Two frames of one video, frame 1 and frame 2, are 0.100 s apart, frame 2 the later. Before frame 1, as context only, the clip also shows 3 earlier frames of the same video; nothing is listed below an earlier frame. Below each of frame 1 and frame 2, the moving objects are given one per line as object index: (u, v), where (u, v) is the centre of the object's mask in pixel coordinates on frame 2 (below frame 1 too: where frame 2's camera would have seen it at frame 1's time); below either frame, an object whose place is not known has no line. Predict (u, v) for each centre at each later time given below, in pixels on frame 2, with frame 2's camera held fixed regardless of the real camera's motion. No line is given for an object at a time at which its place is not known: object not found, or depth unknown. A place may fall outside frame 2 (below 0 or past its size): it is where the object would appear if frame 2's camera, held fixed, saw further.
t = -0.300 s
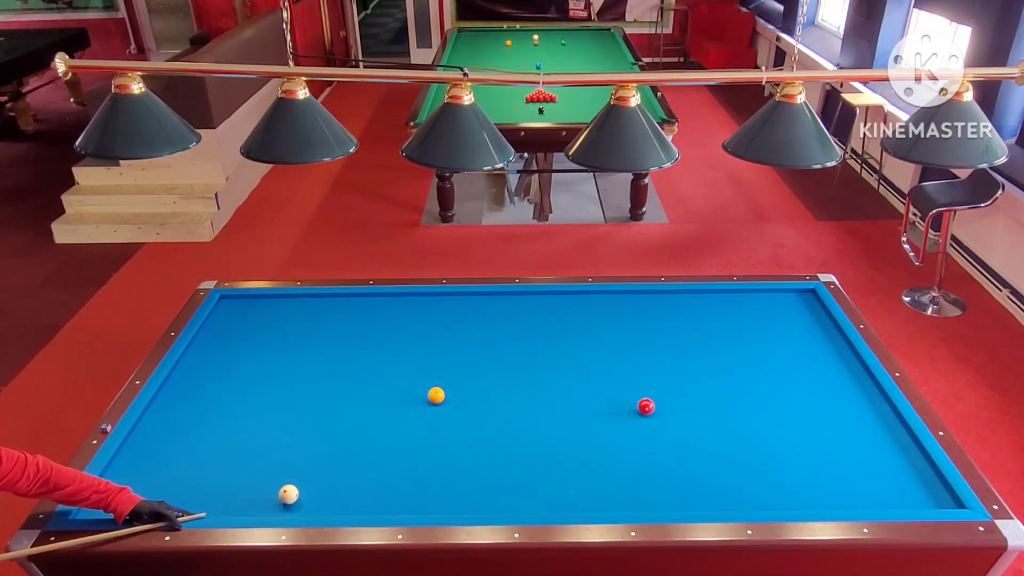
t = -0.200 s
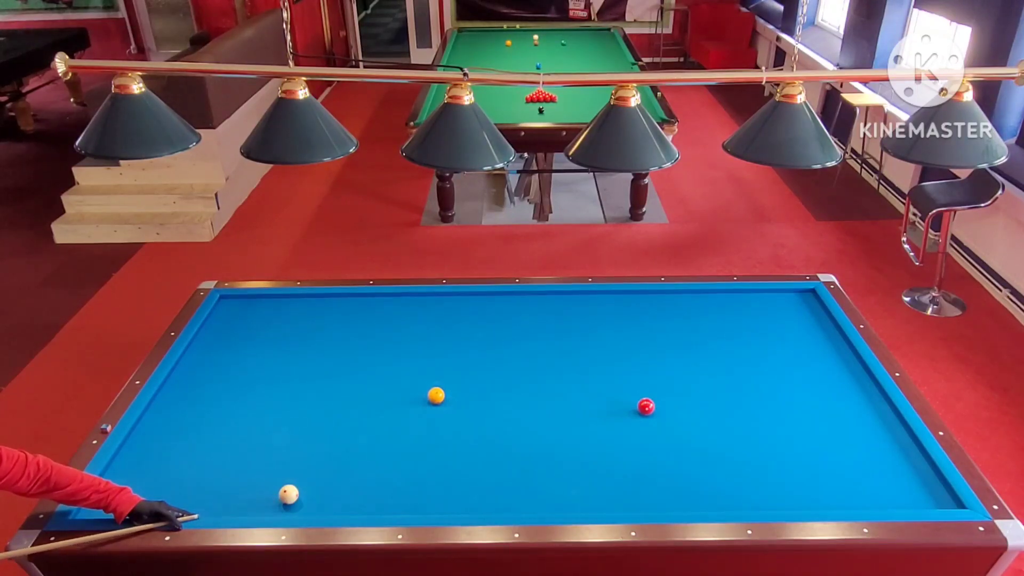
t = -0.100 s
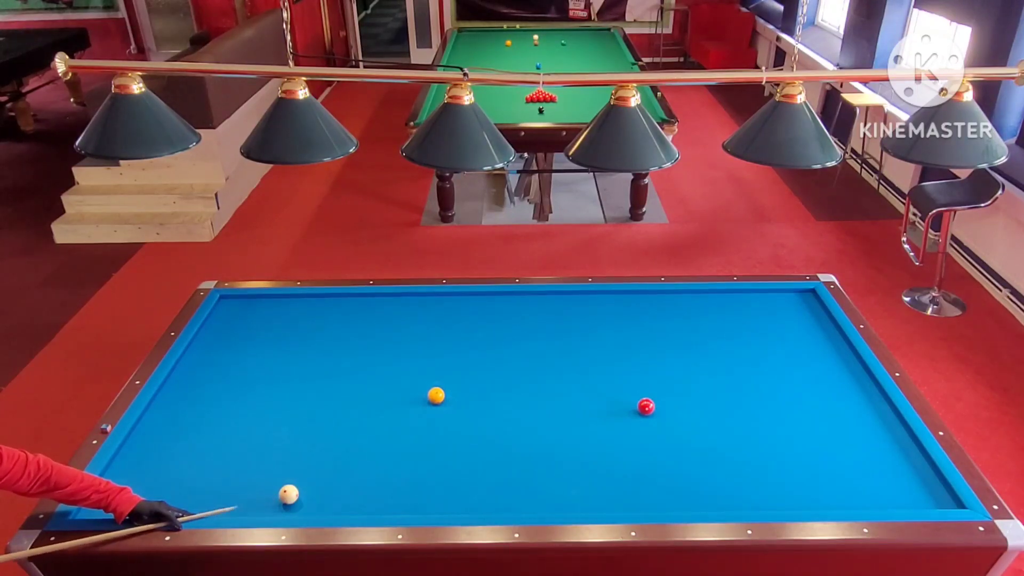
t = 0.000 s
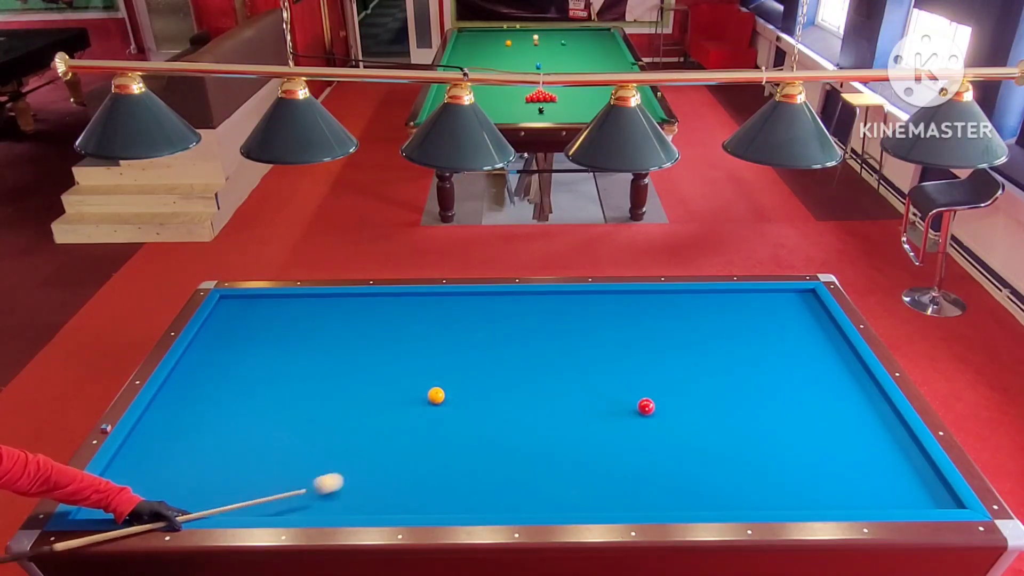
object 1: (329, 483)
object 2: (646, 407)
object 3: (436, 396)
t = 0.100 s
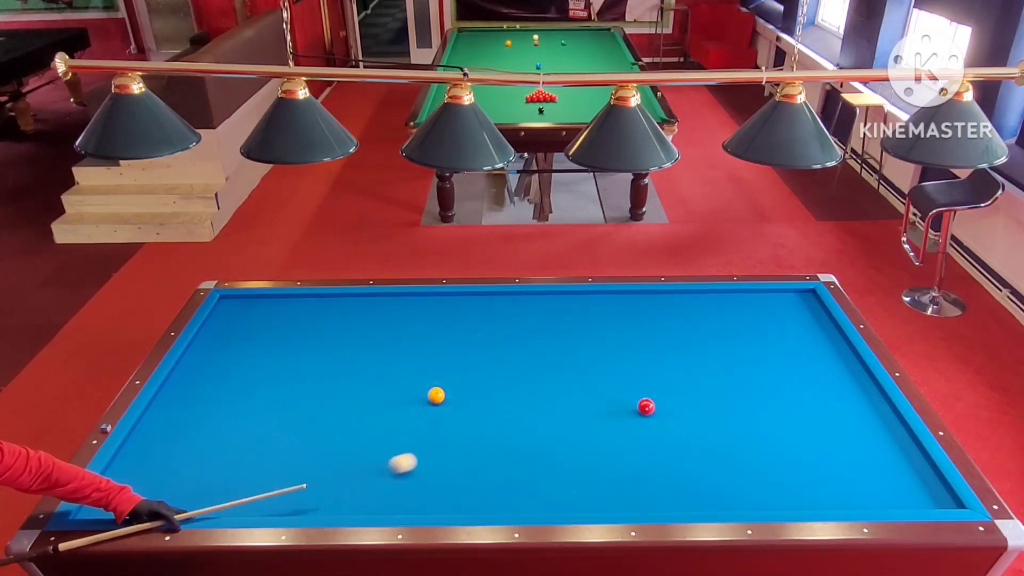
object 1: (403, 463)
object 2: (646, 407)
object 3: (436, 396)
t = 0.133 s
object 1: (426, 457)
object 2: (646, 407)
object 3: (436, 396)
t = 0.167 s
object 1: (448, 452)
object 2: (646, 407)
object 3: (436, 396)
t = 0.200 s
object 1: (469, 446)
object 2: (646, 407)
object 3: (436, 396)
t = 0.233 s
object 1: (490, 440)
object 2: (646, 407)
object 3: (436, 396)
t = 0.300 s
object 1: (532, 430)
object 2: (646, 407)
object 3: (436, 396)
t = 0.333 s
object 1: (552, 424)
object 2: (646, 407)
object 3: (436, 396)
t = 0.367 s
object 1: (571, 419)
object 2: (646, 407)
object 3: (436, 396)
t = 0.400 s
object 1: (591, 414)
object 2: (646, 407)
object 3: (436, 396)
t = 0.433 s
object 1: (609, 409)
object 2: (646, 407)
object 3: (436, 396)
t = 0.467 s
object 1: (627, 404)
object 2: (646, 407)
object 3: (436, 396)
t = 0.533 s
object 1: (635, 391)
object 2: (676, 411)
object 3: (436, 396)
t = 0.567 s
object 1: (638, 384)
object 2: (691, 413)
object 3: (436, 396)
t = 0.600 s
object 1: (642, 378)
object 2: (706, 415)
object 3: (436, 396)
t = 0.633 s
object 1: (647, 372)
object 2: (720, 416)
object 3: (436, 396)
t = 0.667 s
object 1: (652, 366)
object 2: (733, 418)
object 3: (436, 396)
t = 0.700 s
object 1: (657, 361)
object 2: (747, 420)
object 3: (436, 396)
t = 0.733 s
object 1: (662, 356)
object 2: (760, 422)
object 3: (436, 396)
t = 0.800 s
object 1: (673, 345)
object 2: (784, 425)
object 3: (436, 396)
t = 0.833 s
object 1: (678, 340)
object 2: (796, 426)
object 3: (436, 396)
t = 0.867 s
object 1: (684, 335)
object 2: (808, 428)
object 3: (436, 396)
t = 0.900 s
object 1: (689, 330)
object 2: (820, 430)
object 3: (436, 396)
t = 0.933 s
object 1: (694, 326)
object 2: (832, 431)
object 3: (436, 396)
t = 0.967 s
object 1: (699, 321)
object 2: (845, 433)
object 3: (436, 396)
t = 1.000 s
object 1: (703, 317)
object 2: (857, 434)
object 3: (436, 396)
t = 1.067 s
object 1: (713, 308)
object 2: (882, 438)
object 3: (436, 396)
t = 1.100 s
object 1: (717, 304)
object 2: (894, 440)
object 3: (436, 396)
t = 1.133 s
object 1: (721, 299)
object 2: (907, 442)
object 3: (436, 396)
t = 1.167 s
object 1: (726, 295)
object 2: (910, 443)
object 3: (436, 396)
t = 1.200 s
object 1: (731, 292)
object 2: (901, 444)
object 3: (436, 396)
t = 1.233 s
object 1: (741, 296)
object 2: (892, 444)
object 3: (436, 396)
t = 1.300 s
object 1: (760, 301)
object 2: (877, 446)
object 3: (436, 396)
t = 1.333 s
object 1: (770, 304)
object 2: (870, 447)
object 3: (436, 396)
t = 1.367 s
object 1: (779, 307)
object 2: (864, 448)
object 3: (436, 396)
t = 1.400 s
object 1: (789, 309)
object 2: (858, 449)
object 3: (436, 396)
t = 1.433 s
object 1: (798, 311)
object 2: (853, 449)
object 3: (436, 396)
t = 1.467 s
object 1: (808, 313)
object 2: (847, 450)
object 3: (436, 396)
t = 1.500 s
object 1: (817, 315)
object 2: (841, 451)
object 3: (436, 395)
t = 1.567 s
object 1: (825, 320)
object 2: (830, 453)
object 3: (436, 395)
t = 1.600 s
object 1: (821, 324)
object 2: (825, 454)
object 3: (436, 395)
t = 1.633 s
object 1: (817, 327)
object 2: (819, 454)
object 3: (436, 396)
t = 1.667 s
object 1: (813, 330)
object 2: (813, 455)
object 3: (436, 396)
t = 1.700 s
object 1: (810, 333)
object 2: (808, 456)
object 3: (436, 396)
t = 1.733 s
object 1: (807, 337)
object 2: (802, 457)
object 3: (436, 395)
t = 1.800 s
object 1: (802, 343)
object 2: (791, 459)
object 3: (436, 395)
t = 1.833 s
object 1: (799, 346)
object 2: (785, 460)
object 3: (436, 395)
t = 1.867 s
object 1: (796, 350)
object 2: (779, 460)
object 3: (436, 396)
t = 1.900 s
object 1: (793, 353)
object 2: (774, 461)
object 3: (436, 396)
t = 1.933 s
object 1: (791, 357)
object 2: (768, 462)
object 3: (436, 395)
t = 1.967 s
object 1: (788, 360)
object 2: (762, 463)
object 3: (436, 395)
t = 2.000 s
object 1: (785, 364)
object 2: (757, 464)
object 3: (436, 395)
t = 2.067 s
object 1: (779, 371)
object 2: (746, 466)
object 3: (436, 395)
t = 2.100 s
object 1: (776, 374)
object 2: (740, 466)
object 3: (436, 395)
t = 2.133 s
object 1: (773, 378)
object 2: (734, 467)
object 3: (436, 395)
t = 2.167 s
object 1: (770, 382)
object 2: (729, 468)
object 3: (436, 395)
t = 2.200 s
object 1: (767, 386)
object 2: (723, 469)
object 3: (436, 395)
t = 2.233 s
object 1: (764, 389)
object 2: (718, 470)
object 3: (436, 395)
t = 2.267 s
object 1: (760, 394)
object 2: (712, 471)
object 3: (436, 395)
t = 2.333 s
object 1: (754, 402)
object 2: (700, 472)
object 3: (436, 396)
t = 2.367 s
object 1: (751, 406)
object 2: (695, 473)
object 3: (436, 395)
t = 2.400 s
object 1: (748, 409)
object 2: (689, 474)
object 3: (436, 395)
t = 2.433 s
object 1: (744, 414)
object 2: (684, 475)
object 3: (436, 395)
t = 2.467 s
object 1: (741, 418)
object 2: (678, 476)
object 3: (436, 395)
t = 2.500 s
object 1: (737, 422)
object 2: (672, 477)
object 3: (436, 395)
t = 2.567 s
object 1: (730, 431)
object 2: (661, 478)
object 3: (436, 395)
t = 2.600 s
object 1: (726, 435)
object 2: (656, 479)
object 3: (436, 395)
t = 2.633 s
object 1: (723, 440)
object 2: (650, 480)
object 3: (436, 395)
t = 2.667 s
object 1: (719, 444)
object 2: (644, 481)
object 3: (436, 395)
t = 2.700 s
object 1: (715, 449)
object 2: (638, 482)
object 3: (436, 395)
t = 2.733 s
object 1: (711, 453)
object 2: (633, 483)
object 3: (436, 395)
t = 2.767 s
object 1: (708, 458)
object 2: (628, 483)
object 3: (436, 395)
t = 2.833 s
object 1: (700, 468)
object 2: (616, 485)
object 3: (436, 396)
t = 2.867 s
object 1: (696, 473)
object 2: (610, 486)
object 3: (436, 395)
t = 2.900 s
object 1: (692, 477)
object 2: (605, 487)
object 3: (436, 395)
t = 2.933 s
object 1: (688, 482)
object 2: (599, 488)
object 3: (436, 395)
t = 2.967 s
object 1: (684, 487)
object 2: (594, 488)
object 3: (436, 395)
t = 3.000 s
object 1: (679, 493)
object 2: (588, 489)
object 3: (436, 395)
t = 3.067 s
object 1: (671, 503)
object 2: (577, 491)
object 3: (436, 396)
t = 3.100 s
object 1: (665, 504)
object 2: (571, 492)
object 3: (436, 395)
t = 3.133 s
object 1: (658, 501)
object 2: (566, 492)
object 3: (436, 395)
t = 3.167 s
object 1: (652, 498)
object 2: (560, 493)
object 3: (436, 395)
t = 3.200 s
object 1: (646, 495)
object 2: (555, 494)
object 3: (436, 395)
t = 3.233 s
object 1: (640, 492)
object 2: (549, 495)
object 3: (436, 395)
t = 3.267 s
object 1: (634, 489)
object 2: (543, 496)
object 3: (436, 395)
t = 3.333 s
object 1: (622, 484)
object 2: (532, 497)
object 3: (436, 395)
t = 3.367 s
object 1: (616, 481)
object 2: (527, 498)
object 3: (436, 395)
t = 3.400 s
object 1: (610, 479)
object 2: (521, 499)
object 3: (436, 395)
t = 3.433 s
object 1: (604, 476)
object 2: (516, 500)
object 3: (436, 395)
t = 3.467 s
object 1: (598, 474)
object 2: (510, 500)
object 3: (436, 395)
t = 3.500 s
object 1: (593, 471)
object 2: (505, 501)
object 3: (436, 396)
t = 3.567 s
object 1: (582, 466)
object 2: (494, 503)
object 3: (436, 396)
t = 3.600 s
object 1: (577, 463)
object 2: (488, 503)
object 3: (436, 395)
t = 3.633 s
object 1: (571, 461)
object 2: (482, 504)
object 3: (436, 395)
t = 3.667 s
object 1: (566, 458)
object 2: (476, 505)
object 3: (436, 396)
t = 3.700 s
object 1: (560, 456)
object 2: (471, 505)
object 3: (436, 395)
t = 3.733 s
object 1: (555, 454)
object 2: (466, 506)
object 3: (436, 395)
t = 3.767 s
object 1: (550, 451)
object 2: (460, 506)
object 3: (436, 395)
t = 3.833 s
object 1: (540, 447)
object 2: (449, 507)
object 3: (436, 395)
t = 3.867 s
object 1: (535, 444)
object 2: (444, 507)
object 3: (436, 395)
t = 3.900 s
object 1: (530, 442)
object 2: (439, 507)
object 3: (436, 395)
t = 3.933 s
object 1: (525, 440)
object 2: (434, 507)
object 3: (436, 396)
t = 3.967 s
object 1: (520, 437)
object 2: (429, 507)
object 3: (436, 395)
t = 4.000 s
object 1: (516, 435)
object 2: (424, 507)
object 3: (436, 395)
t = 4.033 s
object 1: (511, 433)
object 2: (419, 506)
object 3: (436, 395)
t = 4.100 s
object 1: (501, 429)
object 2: (409, 506)
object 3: (436, 395)
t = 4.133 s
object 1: (497, 426)
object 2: (404, 506)
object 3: (436, 396)
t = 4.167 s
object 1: (492, 424)
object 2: (399, 506)
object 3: (436, 395)
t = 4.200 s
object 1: (488, 422)
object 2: (395, 506)
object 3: (436, 395)
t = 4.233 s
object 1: (483, 420)
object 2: (390, 505)
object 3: (436, 395)
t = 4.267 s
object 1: (479, 418)
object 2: (385, 505)
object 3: (436, 395)
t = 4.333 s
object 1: (470, 414)
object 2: (376, 504)
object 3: (436, 396)
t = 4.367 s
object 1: (466, 412)
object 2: (371, 504)
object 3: (436, 395)
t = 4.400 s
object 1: (462, 410)
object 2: (367, 504)
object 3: (436, 395)
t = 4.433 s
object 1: (458, 409)
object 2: (362, 504)
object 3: (436, 395)
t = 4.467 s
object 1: (454, 406)
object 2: (358, 503)
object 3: (436, 395)
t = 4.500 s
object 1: (449, 405)
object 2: (353, 503)
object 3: (436, 395)
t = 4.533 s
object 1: (446, 403)
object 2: (348, 503)
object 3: (435, 394)
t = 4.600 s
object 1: (443, 403)
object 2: (339, 501)
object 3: (430, 392)
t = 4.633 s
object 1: (441, 403)
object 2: (335, 501)
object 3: (428, 391)
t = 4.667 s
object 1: (440, 402)
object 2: (330, 501)
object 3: (426, 389)
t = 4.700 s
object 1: (439, 402)
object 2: (326, 501)
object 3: (424, 388)
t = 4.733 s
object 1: (437, 402)
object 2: (321, 501)
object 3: (422, 387)
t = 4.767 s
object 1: (436, 402)
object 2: (317, 500)
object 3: (420, 385)
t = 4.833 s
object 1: (433, 401)
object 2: (308, 499)
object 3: (416, 383)
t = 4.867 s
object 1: (431, 401)
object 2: (304, 499)
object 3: (414, 382)
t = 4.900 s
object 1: (430, 401)
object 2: (300, 499)
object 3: (412, 380)
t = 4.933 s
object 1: (429, 401)
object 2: (295, 499)
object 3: (410, 379)
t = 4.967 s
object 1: (427, 401)
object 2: (291, 498)
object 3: (408, 378)
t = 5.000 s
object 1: (426, 401)
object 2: (287, 497)
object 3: (406, 377)
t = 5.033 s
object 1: (425, 400)
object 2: (283, 497)
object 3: (404, 376)
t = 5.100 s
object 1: (422, 400)
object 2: (274, 497)
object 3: (401, 373)
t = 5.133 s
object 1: (421, 400)
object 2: (270, 497)
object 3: (399, 372)
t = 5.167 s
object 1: (420, 400)
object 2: (266, 496)
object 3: (397, 371)
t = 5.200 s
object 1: (419, 400)
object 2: (262, 496)
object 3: (395, 370)
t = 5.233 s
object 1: (417, 400)
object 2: (258, 496)
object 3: (393, 369)
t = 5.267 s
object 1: (416, 400)
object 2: (253, 495)
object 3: (391, 367)
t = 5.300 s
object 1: (415, 399)
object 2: (249, 495)
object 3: (390, 366)
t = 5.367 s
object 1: (413, 399)
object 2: (241, 495)
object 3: (386, 364)
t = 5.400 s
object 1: (411, 399)
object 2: (237, 494)
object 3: (385, 363)
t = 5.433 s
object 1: (410, 399)
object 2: (233, 494)
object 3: (383, 362)
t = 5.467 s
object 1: (409, 399)
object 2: (229, 494)
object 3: (381, 361)
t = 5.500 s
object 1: (408, 398)
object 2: (225, 493)
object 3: (379, 360)
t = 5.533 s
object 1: (407, 398)
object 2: (221, 493)
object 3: (378, 359)
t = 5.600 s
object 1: (404, 398)
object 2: (213, 493)
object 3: (374, 357)
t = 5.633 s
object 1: (403, 398)
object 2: (210, 492)
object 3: (373, 356)
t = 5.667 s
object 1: (402, 398)
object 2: (206, 492)
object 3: (371, 355)
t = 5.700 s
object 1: (401, 398)
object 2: (202, 491)
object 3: (370, 354)
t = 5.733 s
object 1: (400, 397)
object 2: (198, 491)
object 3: (368, 353)
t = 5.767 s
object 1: (399, 397)
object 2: (194, 491)
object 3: (367, 352)
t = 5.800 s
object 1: (398, 397)
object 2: (190, 491)
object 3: (365, 351)
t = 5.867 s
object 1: (396, 397)
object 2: (183, 490)
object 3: (362, 349)
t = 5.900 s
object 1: (395, 397)
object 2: (179, 490)
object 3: (360, 348)
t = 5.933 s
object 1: (394, 397)
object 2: (175, 490)
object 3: (359, 347)
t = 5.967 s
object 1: (393, 397)
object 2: (171, 489)
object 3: (357, 347)
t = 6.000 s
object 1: (392, 397)
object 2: (168, 489)
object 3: (356, 346)
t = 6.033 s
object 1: (391, 396)
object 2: (164, 489)
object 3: (354, 345)
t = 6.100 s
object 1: (389, 396)
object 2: (157, 488)
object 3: (351, 343)
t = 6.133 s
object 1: (388, 396)
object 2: (153, 488)
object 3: (350, 342)
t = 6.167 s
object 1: (387, 396)
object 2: (149, 488)
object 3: (348, 341)
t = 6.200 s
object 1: (387, 396)
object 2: (146, 487)
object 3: (347, 341)
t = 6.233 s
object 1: (386, 396)
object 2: (143, 487)
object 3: (346, 340)
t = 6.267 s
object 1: (385, 396)
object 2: (139, 487)
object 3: (344, 339)
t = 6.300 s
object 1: (384, 396)
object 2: (135, 486)
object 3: (343, 338)
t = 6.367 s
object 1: (382, 396)
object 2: (128, 486)
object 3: (340, 336)
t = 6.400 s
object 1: (382, 396)
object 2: (125, 485)
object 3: (338, 336)
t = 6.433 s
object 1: (381, 395)
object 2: (121, 485)
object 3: (337, 335)
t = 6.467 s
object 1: (380, 395)
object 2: (118, 485)
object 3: (336, 334)
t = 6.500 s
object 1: (379, 395)
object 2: (114, 485)
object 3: (334, 333)
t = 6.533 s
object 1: (379, 395)
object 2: (111, 484)
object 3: (333, 333)
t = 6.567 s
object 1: (378, 395)
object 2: (107, 484)
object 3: (332, 332)
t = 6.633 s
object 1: (377, 395)
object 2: (103, 483)
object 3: (329, 330)
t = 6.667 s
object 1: (376, 395)
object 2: (105, 483)
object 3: (328, 330)
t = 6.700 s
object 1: (376, 395)
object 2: (107, 483)
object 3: (326, 329)
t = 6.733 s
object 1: (375, 395)
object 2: (110, 483)
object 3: (325, 328)
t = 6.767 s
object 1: (374, 395)
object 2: (112, 483)
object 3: (324, 328)
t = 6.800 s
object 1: (373, 395)
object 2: (114, 482)
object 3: (323, 327)
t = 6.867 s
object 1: (372, 395)
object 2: (118, 482)
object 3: (320, 325)
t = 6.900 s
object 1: (372, 395)
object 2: (121, 482)
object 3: (319, 325)
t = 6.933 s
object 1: (371, 395)
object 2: (123, 482)
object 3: (318, 324)
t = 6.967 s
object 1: (371, 394)
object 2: (125, 481)
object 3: (316, 323)
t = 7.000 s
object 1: (370, 395)
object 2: (127, 481)
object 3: (315, 323)
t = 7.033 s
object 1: (370, 394)
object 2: (129, 481)
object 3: (314, 322)
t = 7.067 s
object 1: (369, 394)
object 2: (131, 481)
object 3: (313, 321)
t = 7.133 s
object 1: (368, 394)
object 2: (135, 480)
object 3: (310, 320)
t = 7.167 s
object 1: (367, 394)
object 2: (137, 480)
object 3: (309, 319)
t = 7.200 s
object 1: (367, 394)
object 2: (139, 480)
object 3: (308, 319)
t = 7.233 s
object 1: (366, 394)
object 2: (141, 480)
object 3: (307, 318)
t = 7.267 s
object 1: (366, 394)
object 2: (143, 480)
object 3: (306, 317)
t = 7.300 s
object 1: (365, 394)
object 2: (145, 479)
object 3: (304, 317)
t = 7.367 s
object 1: (364, 394)
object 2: (149, 479)
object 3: (302, 315)
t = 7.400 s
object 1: (364, 394)
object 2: (150, 479)
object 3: (301, 315)
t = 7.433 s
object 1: (364, 394)
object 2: (152, 479)
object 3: (300, 314)
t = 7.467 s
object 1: (363, 394)
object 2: (154, 478)
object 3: (299, 314)
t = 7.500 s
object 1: (363, 394)
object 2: (156, 478)
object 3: (298, 313)
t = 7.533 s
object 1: (362, 393)
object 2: (158, 478)
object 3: (297, 313)
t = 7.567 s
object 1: (362, 394)
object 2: (160, 478)
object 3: (296, 312)
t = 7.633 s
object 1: (361, 394)
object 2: (163, 477)
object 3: (294, 311)
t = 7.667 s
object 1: (361, 394)
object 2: (165, 477)
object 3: (292, 310)
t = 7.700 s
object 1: (361, 394)
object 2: (167, 477)
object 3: (291, 309)
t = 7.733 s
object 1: (360, 393)
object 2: (169, 477)
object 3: (290, 309)
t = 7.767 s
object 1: (360, 393)
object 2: (170, 476)
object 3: (289, 308)
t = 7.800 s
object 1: (359, 393)
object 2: (172, 476)
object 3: (288, 308)
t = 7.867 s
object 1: (359, 393)
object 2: (175, 476)
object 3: (286, 307)
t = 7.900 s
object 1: (358, 393)
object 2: (177, 476)
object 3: (285, 306)
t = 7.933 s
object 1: (358, 393)
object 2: (179, 476)
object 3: (284, 306)
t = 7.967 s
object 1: (358, 393)
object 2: (180, 475)
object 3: (283, 305)
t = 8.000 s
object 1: (358, 393)
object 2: (182, 475)
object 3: (282, 305)
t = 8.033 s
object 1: (358, 393)
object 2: (184, 475)
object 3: (281, 304)
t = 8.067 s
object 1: (357, 393)
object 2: (185, 475)
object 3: (280, 304)
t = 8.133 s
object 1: (357, 393)
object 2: (188, 474)
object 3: (278, 303)
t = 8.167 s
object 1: (357, 393)
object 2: (190, 474)
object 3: (277, 302)
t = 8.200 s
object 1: (356, 393)
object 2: (191, 474)
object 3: (277, 302)
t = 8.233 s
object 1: (356, 393)
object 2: (193, 474)
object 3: (276, 301)
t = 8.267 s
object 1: (356, 393)
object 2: (194, 473)
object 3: (275, 301)
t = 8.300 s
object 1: (356, 393)
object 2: (195, 473)
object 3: (274, 300)
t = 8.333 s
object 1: (356, 393)
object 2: (197, 473)
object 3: (273, 300)
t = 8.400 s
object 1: (356, 393)
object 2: (200, 473)
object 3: (271, 299)
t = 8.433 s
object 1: (355, 393)
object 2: (201, 473)
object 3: (270, 298)
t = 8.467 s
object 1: (355, 393)
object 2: (203, 472)
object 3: (269, 298)
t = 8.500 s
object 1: (355, 394)
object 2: (204, 472)
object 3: (268, 298)
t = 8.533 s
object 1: (355, 394)
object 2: (205, 472)
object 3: (267, 299)
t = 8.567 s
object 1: (355, 394)
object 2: (207, 472)
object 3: (266, 299)
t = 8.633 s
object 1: (355, 394)
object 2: (209, 472)
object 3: (264, 299)
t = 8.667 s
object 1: (355, 394)
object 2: (211, 471)
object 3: (263, 300)
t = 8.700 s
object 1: (355, 394)
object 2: (212, 471)
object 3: (262, 300)
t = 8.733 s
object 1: (355, 394)
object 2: (213, 471)
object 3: (261, 300)
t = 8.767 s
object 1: (355, 394)
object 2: (215, 471)
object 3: (260, 300)
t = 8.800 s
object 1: (355, 394)
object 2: (216, 471)
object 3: (259, 301)
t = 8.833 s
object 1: (355, 394)
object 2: (217, 471)
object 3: (258, 301)
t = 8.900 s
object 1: (355, 394)
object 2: (219, 470)
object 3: (256, 301)
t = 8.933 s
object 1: (355, 394)
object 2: (221, 470)
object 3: (255, 302)
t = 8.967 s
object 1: (355, 393)
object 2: (222, 470)
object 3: (255, 302)
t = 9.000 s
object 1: (355, 394)
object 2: (223, 470)
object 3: (254, 302)
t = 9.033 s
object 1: (355, 394)
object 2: (224, 470)
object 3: (253, 302)
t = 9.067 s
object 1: (355, 394)
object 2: (225, 469)
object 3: (252, 303)
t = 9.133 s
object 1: (355, 394)
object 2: (227, 469)
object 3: (250, 303)
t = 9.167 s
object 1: (355, 394)
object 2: (228, 469)
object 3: (249, 303)
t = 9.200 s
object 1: (355, 394)
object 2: (229, 469)
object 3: (248, 304)
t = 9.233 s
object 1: (355, 394)
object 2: (230, 469)
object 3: (248, 304)
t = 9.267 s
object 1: (355, 394)
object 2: (231, 469)
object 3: (247, 304)
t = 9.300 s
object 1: (355, 394)
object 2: (232, 468)
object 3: (246, 304)
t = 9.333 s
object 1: (355, 394)
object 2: (233, 468)
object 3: (245, 305)
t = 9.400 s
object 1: (355, 394)
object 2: (235, 468)
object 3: (244, 305)
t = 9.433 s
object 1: (355, 394)
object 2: (236, 468)
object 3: (243, 305)
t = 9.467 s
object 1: (355, 394)
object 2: (237, 468)
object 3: (242, 305)
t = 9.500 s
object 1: (355, 394)
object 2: (238, 468)
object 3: (241, 306)
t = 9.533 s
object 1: (355, 394)
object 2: (239, 468)
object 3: (240, 306)
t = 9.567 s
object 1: (355, 394)
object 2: (240, 468)
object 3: (240, 306)
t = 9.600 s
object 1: (355, 394)
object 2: (241, 467)
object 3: (239, 306)
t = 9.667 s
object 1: (355, 394)
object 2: (242, 467)
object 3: (238, 307)
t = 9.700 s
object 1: (355, 394)
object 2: (243, 467)
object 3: (237, 307)
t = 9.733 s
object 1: (355, 394)
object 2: (244, 467)
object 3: (236, 307)
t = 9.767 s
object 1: (355, 394)
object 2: (245, 467)
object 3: (235, 307)
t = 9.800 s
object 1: (355, 394)
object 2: (245, 467)
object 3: (235, 308)
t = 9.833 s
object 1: (355, 394)
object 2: (246, 467)
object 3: (234, 308)
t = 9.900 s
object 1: (355, 394)
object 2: (248, 466)
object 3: (233, 308)
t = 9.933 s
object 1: (355, 394)
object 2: (248, 466)
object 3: (232, 308)
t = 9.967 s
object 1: (355, 394)
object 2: (249, 466)
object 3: (231, 308)
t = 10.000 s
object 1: (355, 394)
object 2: (250, 466)
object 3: (231, 309)
